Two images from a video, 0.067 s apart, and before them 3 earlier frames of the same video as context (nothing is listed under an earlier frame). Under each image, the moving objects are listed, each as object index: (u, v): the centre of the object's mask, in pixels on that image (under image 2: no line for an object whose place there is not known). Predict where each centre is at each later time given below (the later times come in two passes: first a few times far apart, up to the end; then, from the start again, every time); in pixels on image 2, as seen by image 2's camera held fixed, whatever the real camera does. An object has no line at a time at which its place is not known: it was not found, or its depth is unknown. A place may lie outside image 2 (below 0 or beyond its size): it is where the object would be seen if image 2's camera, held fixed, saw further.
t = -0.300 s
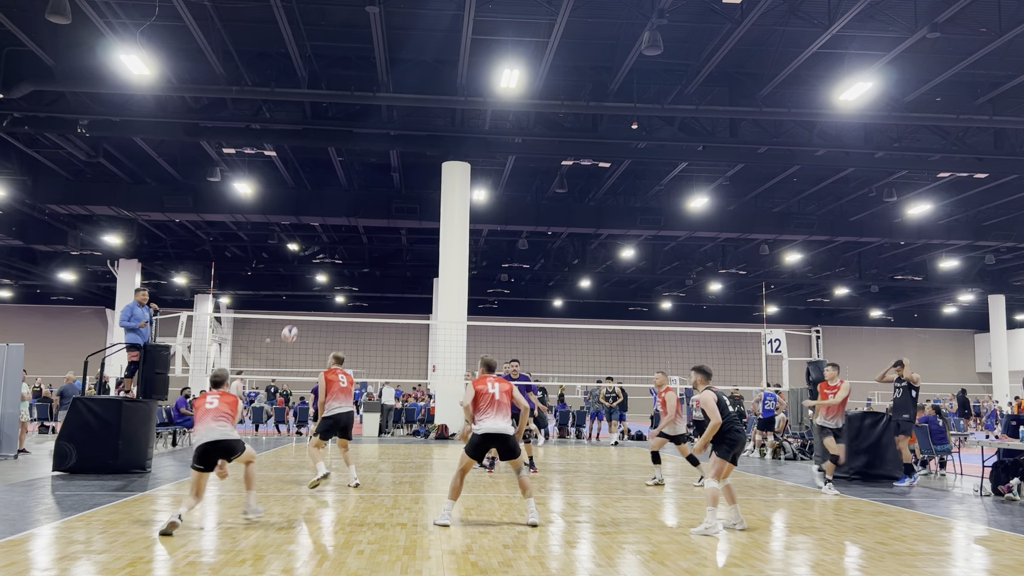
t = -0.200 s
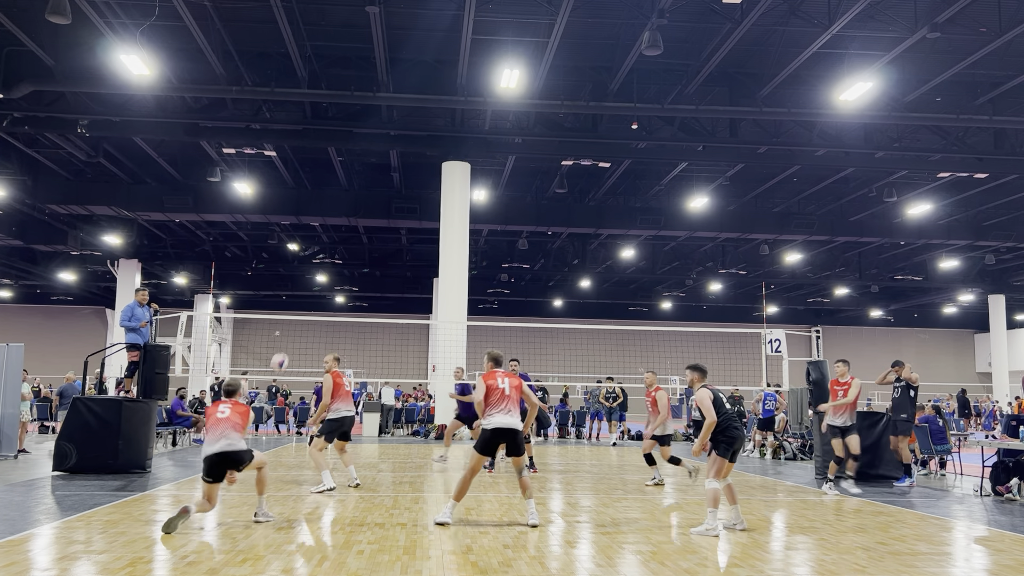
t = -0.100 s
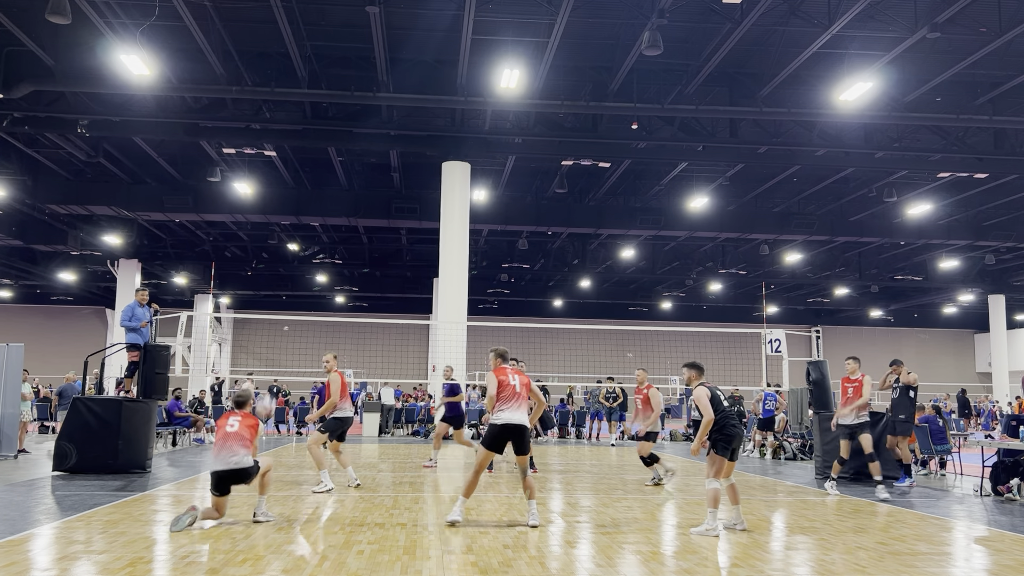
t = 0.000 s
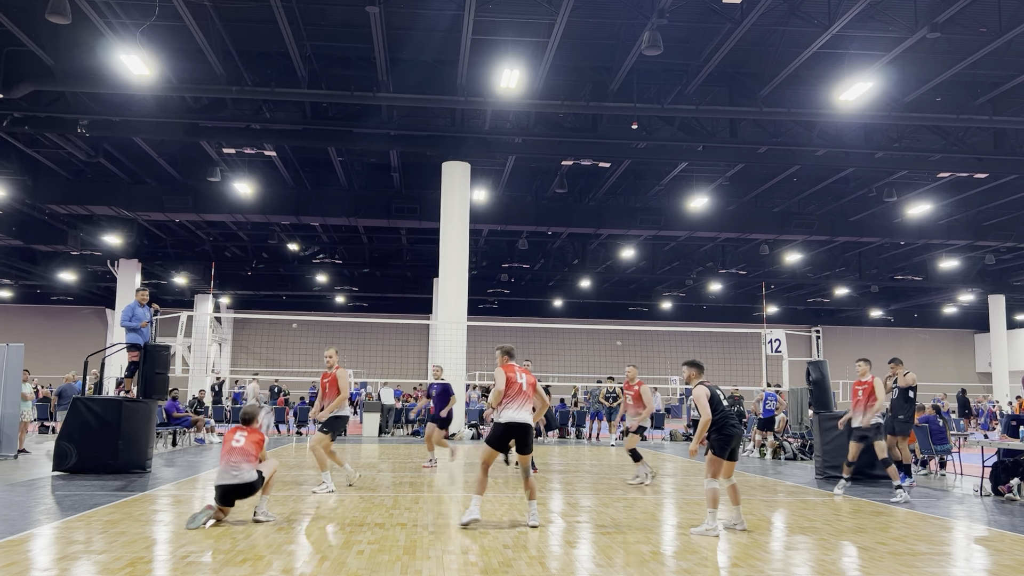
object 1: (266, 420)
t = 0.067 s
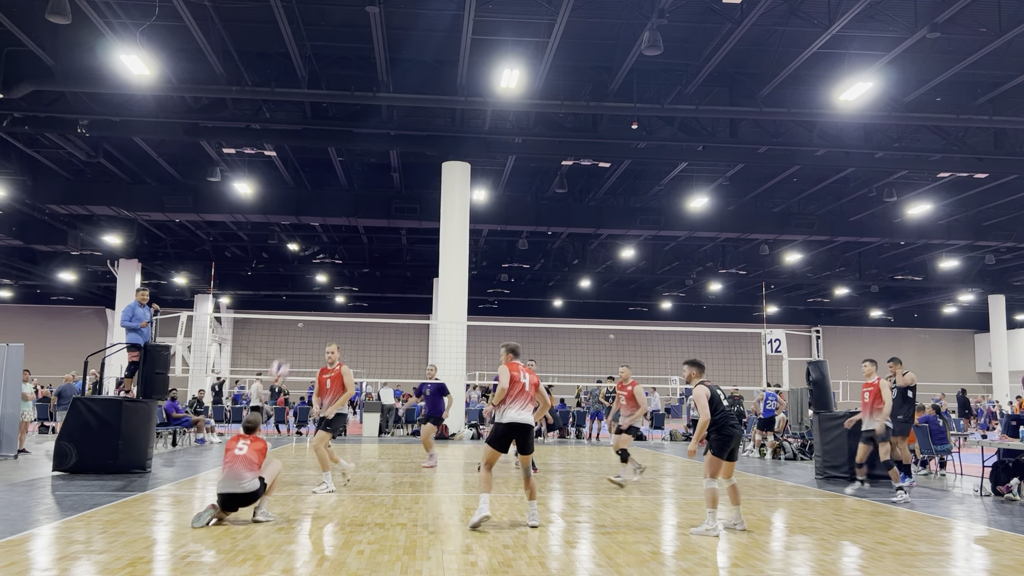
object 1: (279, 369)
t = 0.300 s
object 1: (324, 251)
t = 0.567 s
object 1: (357, 189)
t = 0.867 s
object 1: (385, 182)
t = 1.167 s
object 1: (407, 227)
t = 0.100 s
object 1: (286, 350)
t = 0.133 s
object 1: (293, 330)
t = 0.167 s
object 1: (300, 310)
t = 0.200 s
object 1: (306, 294)
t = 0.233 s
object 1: (311, 279)
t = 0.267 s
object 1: (317, 265)
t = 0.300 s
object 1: (324, 251)
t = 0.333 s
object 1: (327, 240)
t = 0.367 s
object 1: (332, 230)
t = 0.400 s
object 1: (336, 220)
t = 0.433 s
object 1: (341, 212)
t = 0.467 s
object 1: (345, 205)
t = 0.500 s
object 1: (349, 199)
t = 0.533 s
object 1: (353, 193)
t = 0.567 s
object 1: (357, 189)
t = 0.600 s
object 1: (360, 185)
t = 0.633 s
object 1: (364, 182)
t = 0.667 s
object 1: (367, 180)
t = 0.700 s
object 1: (370, 178)
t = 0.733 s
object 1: (373, 178)
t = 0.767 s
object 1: (376, 178)
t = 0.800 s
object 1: (379, 179)
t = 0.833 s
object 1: (382, 180)
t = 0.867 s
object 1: (385, 182)
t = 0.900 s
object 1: (388, 185)
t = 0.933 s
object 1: (390, 188)
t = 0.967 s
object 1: (393, 192)
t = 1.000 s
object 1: (395, 196)
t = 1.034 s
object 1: (398, 202)
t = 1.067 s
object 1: (400, 207)
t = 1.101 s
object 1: (403, 213)
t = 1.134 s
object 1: (405, 220)
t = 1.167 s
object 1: (407, 227)
